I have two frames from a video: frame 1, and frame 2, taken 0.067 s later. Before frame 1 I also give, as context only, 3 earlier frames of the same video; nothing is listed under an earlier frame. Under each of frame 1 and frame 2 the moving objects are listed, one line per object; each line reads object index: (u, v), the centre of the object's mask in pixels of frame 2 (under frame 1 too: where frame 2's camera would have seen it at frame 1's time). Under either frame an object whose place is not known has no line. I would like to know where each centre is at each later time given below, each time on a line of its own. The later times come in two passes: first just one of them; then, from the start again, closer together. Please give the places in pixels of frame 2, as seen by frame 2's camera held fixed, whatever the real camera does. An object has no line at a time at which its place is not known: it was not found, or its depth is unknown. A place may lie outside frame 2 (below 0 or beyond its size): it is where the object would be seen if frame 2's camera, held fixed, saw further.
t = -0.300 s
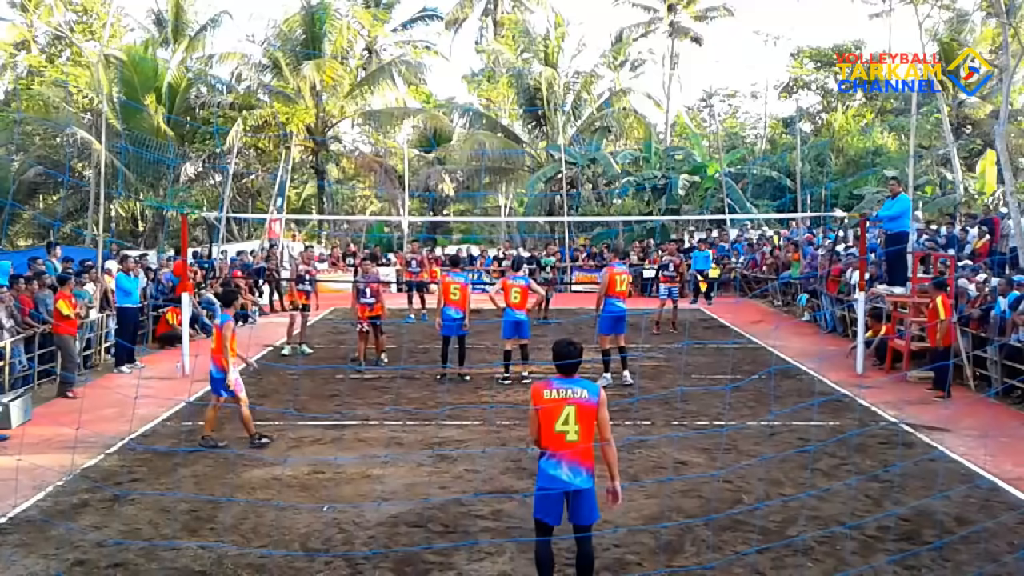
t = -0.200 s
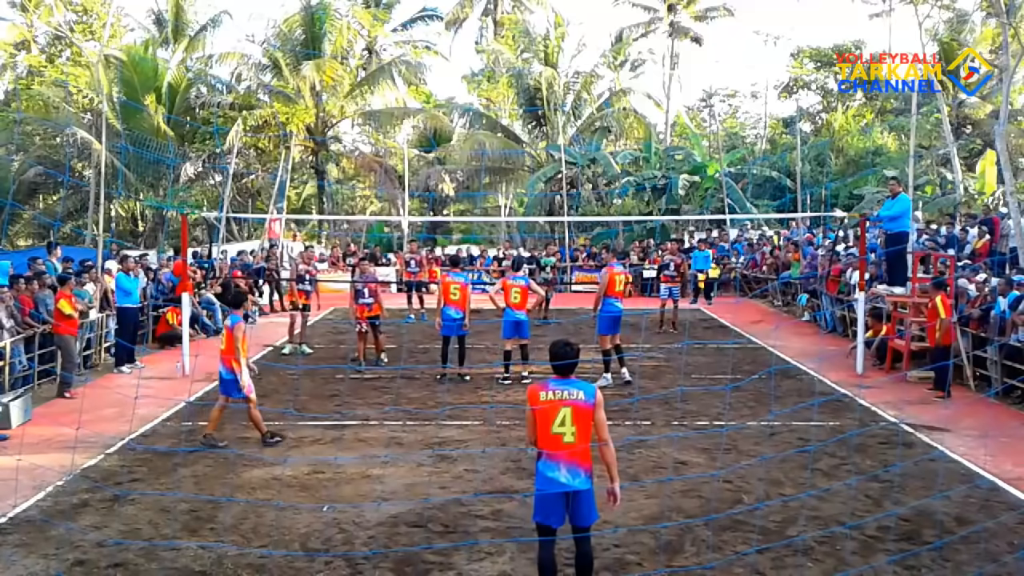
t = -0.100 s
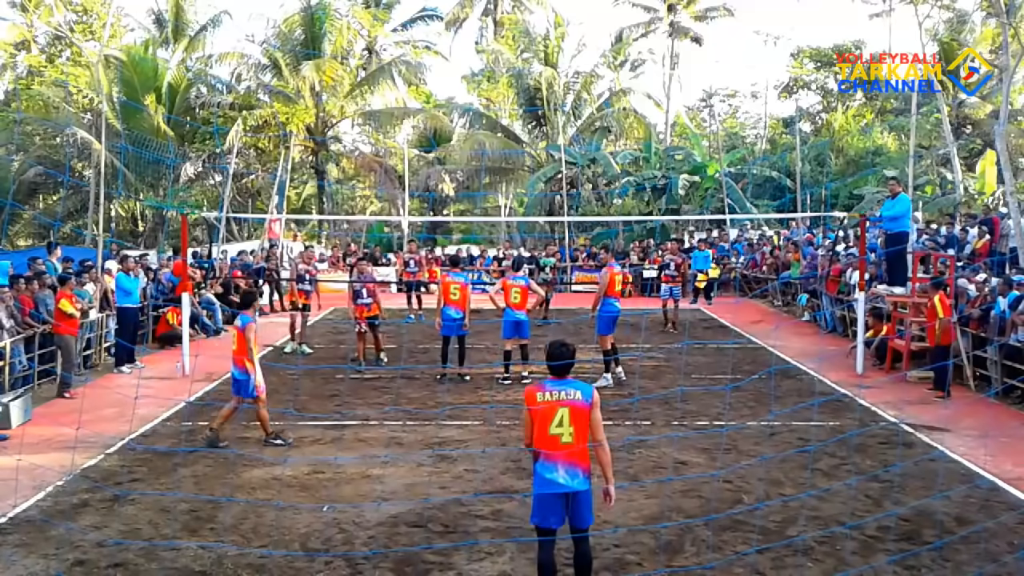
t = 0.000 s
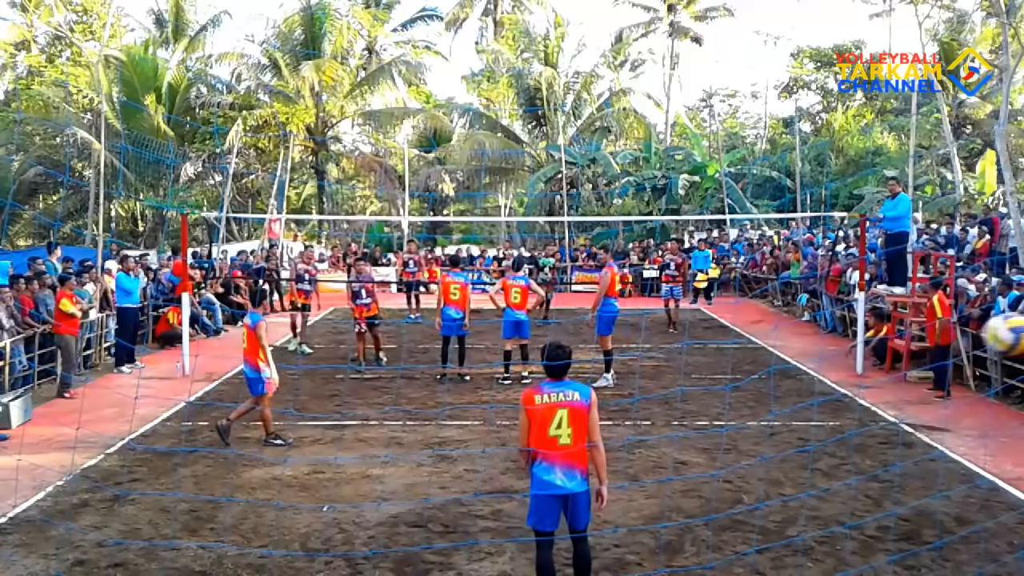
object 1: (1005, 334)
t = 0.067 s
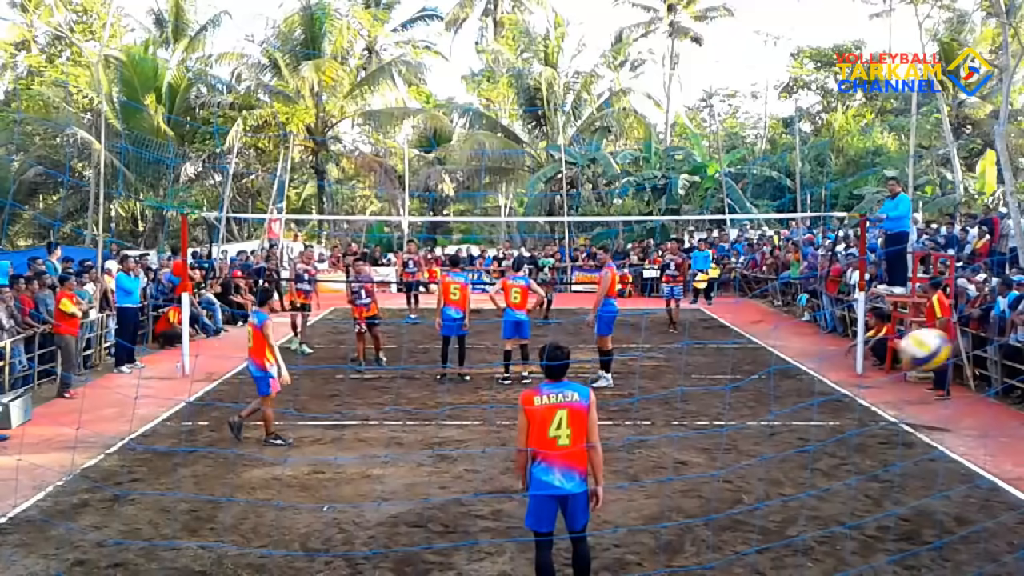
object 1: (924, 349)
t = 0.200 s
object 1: (746, 411)
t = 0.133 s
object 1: (838, 375)
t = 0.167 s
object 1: (793, 390)
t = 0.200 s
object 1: (746, 411)
